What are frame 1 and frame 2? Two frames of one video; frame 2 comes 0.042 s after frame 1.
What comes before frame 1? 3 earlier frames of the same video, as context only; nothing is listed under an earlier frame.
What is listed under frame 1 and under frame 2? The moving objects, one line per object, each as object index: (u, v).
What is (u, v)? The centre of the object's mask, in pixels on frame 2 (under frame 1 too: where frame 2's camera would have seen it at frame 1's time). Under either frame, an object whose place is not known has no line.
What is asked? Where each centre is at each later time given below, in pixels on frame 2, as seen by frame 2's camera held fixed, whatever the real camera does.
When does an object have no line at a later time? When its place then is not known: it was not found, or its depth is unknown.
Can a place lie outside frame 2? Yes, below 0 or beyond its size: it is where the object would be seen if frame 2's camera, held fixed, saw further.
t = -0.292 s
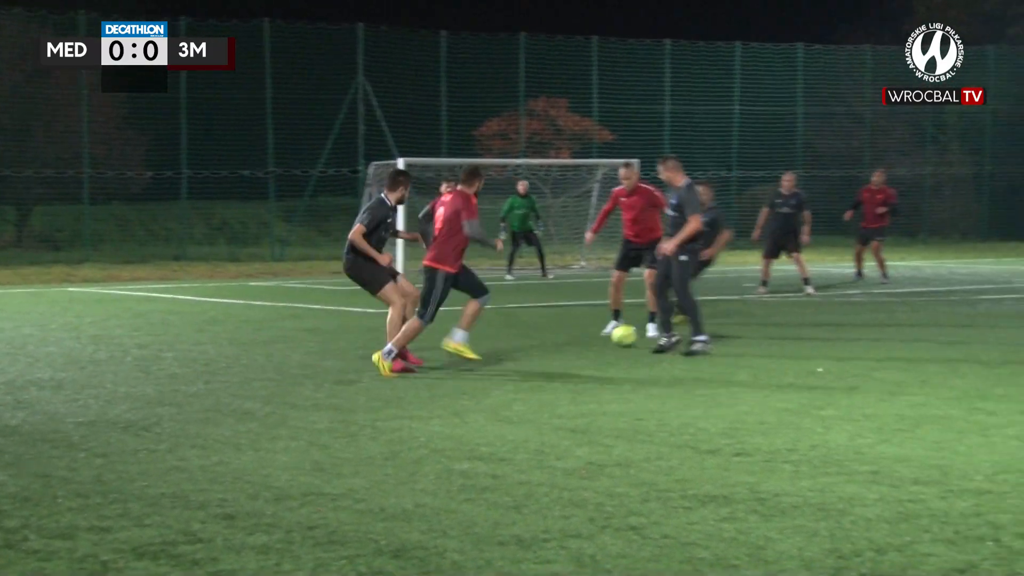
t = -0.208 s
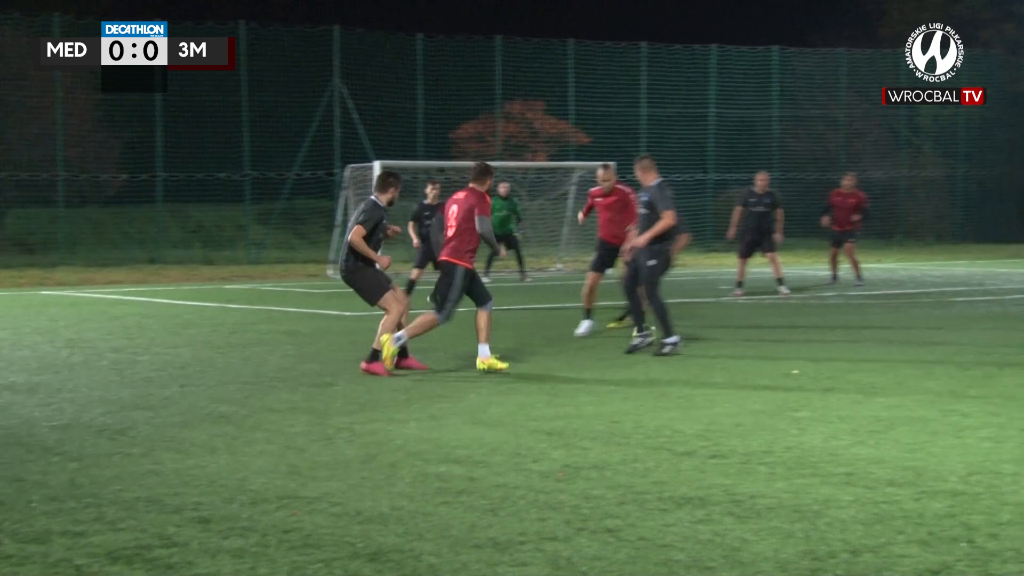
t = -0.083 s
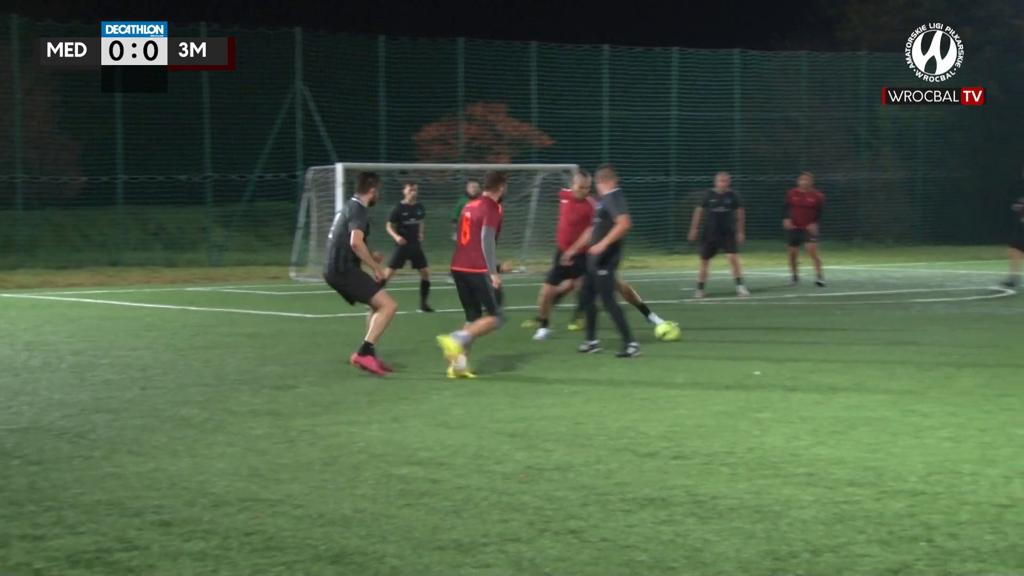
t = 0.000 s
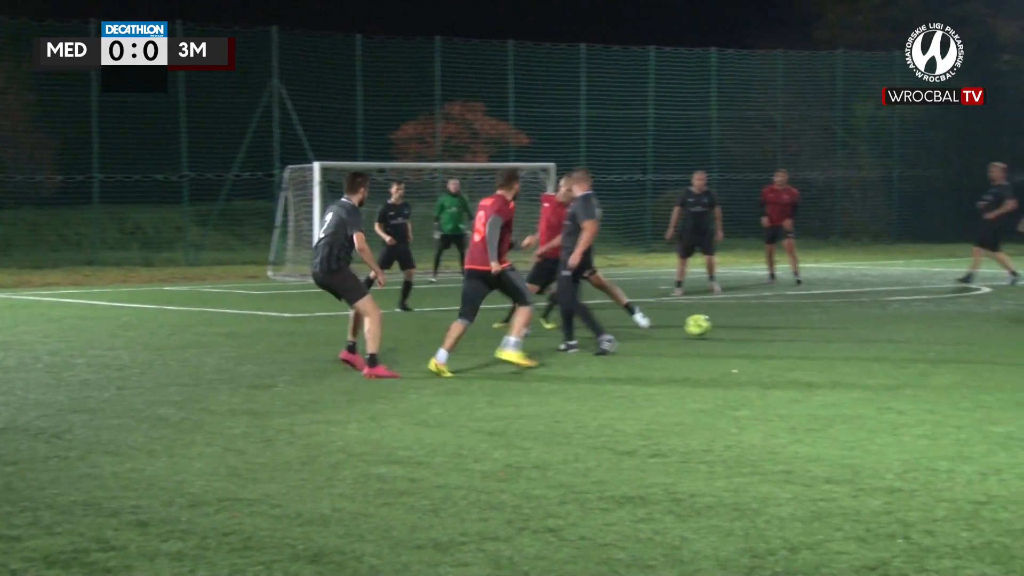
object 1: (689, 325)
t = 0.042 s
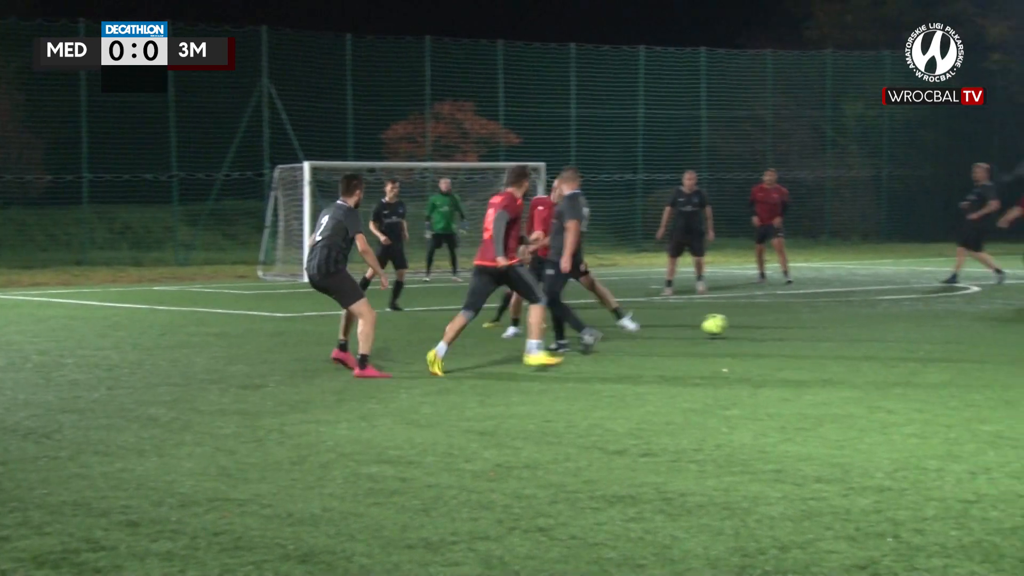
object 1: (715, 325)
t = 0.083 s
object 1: (740, 327)
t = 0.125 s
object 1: (765, 329)
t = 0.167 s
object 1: (789, 330)
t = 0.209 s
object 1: (819, 325)
